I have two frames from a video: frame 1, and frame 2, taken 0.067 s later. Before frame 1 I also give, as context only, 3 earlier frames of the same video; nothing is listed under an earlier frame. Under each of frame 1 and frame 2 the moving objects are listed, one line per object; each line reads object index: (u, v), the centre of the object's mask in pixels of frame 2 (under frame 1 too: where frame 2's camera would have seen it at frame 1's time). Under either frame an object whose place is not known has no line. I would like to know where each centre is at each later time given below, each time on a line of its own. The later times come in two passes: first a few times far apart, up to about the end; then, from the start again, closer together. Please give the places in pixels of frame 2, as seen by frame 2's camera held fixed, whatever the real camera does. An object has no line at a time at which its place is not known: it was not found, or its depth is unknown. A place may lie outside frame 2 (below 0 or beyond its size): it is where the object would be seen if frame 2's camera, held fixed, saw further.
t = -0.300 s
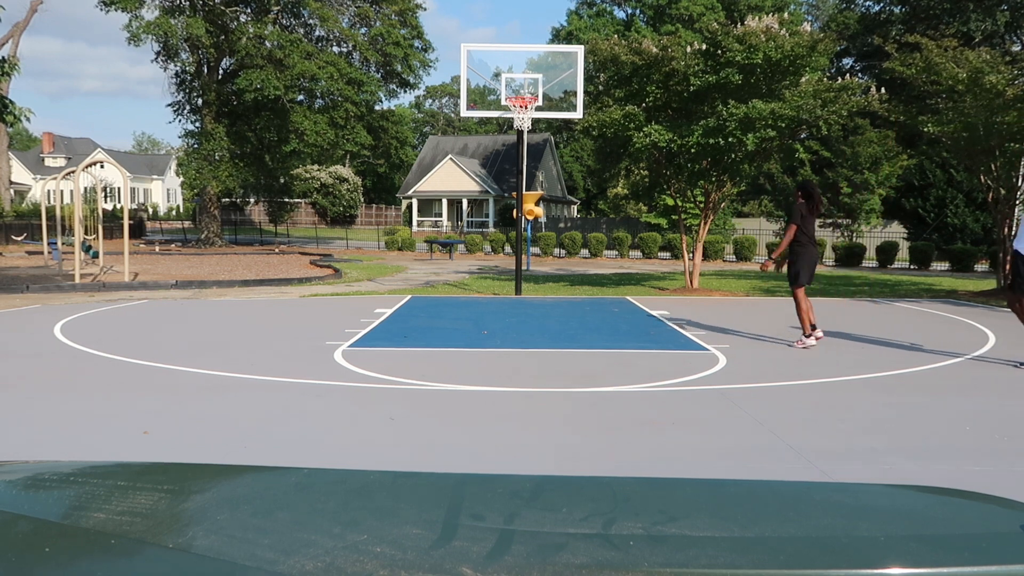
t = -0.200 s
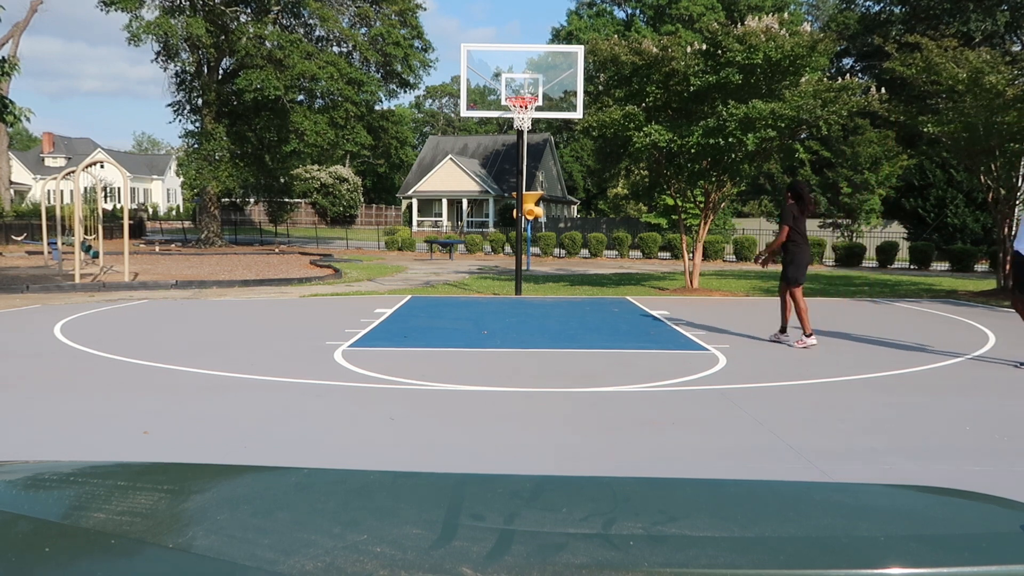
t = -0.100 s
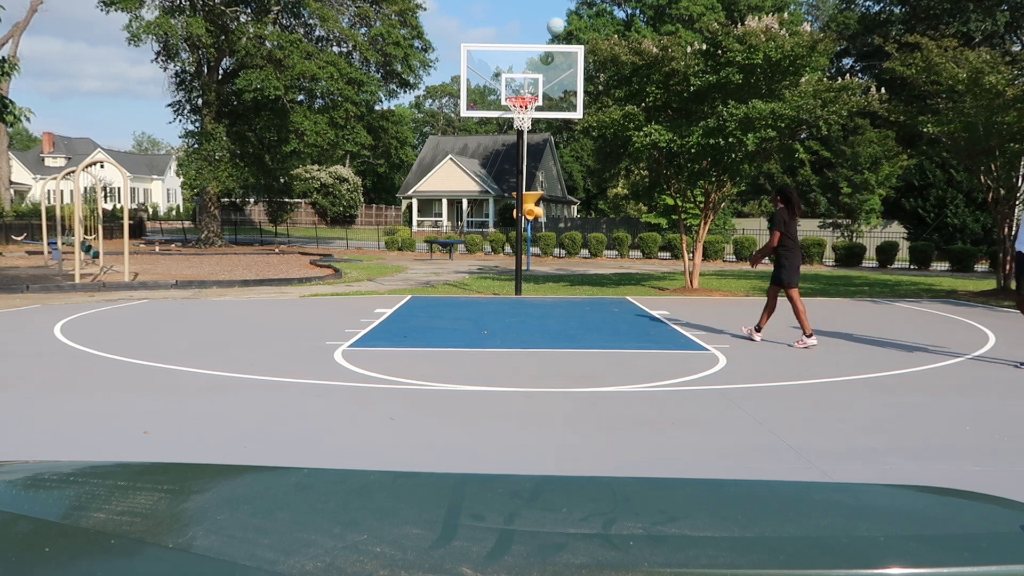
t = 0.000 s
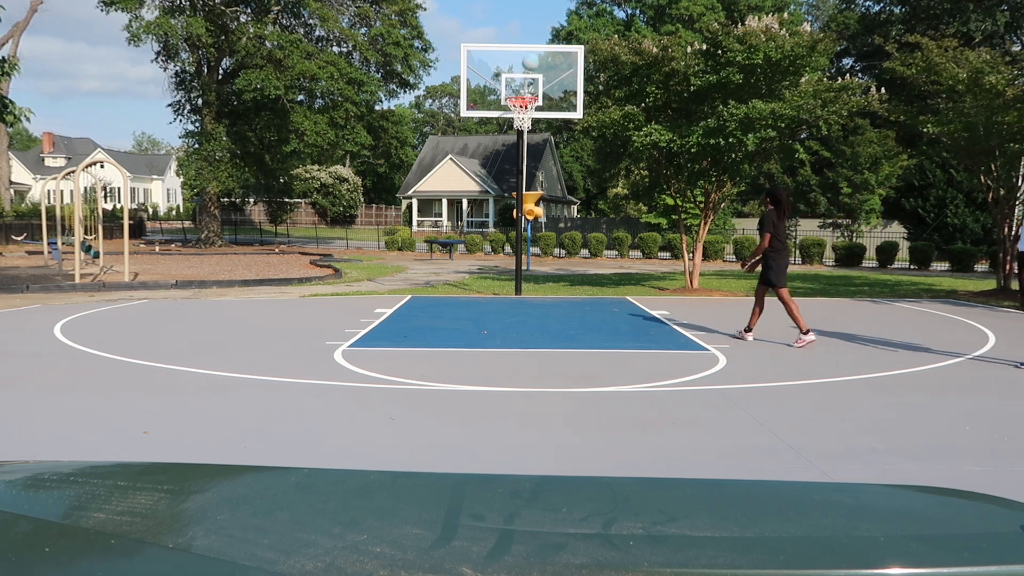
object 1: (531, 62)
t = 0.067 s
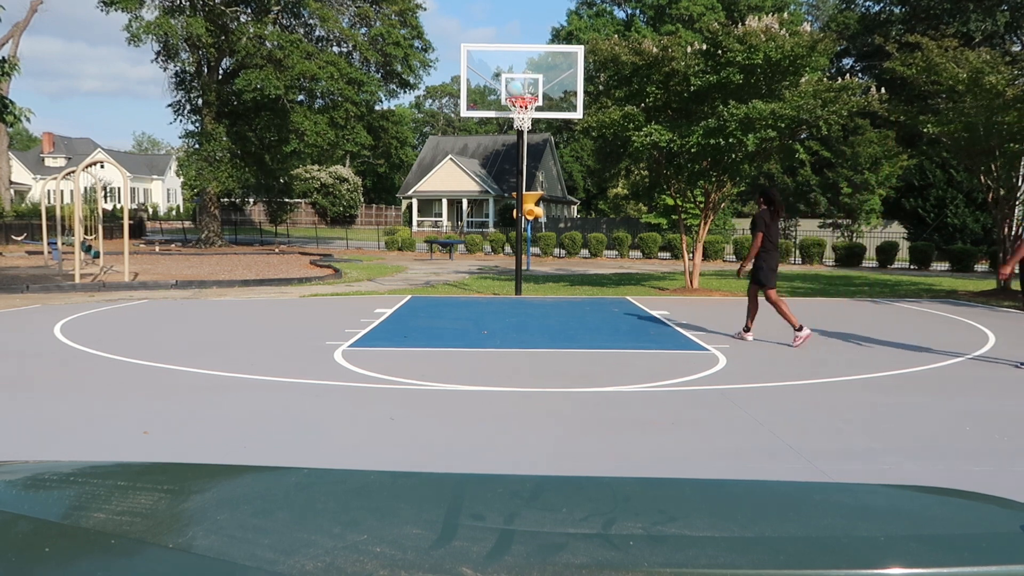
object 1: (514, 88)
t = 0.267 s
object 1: (573, 72)
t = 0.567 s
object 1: (675, 83)
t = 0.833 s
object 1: (763, 144)
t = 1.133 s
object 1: (858, 268)
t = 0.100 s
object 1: (517, 90)
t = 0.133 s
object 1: (529, 86)
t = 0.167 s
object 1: (540, 82)
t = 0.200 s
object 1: (551, 77)
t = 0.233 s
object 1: (562, 74)
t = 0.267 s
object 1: (573, 72)
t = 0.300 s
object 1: (585, 70)
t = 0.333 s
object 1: (596, 69)
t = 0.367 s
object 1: (607, 69)
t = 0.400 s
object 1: (618, 69)
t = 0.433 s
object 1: (630, 70)
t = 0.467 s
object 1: (641, 72)
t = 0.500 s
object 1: (652, 75)
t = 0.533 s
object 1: (663, 78)
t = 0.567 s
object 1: (675, 83)
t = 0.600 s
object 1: (686, 88)
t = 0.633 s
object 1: (697, 93)
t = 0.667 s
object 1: (708, 100)
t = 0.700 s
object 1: (719, 107)
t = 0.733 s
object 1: (730, 115)
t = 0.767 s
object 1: (741, 124)
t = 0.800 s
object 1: (752, 133)
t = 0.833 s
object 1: (763, 144)
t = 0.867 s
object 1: (774, 154)
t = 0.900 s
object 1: (785, 166)
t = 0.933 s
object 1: (795, 179)
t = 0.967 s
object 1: (806, 192)
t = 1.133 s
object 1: (858, 268)
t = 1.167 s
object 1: (868, 286)
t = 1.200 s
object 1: (878, 302)
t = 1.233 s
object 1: (886, 289)
